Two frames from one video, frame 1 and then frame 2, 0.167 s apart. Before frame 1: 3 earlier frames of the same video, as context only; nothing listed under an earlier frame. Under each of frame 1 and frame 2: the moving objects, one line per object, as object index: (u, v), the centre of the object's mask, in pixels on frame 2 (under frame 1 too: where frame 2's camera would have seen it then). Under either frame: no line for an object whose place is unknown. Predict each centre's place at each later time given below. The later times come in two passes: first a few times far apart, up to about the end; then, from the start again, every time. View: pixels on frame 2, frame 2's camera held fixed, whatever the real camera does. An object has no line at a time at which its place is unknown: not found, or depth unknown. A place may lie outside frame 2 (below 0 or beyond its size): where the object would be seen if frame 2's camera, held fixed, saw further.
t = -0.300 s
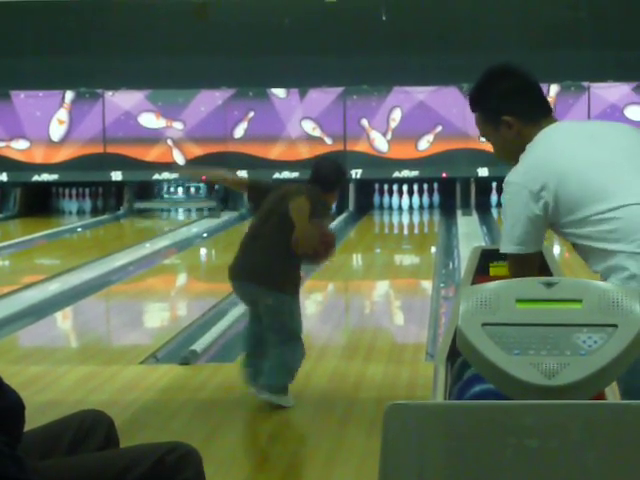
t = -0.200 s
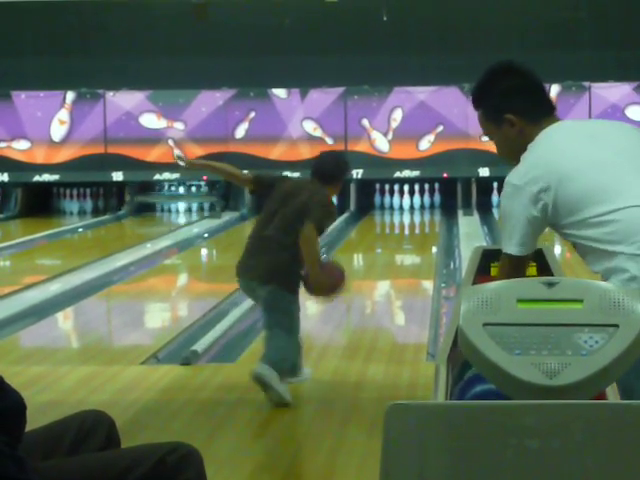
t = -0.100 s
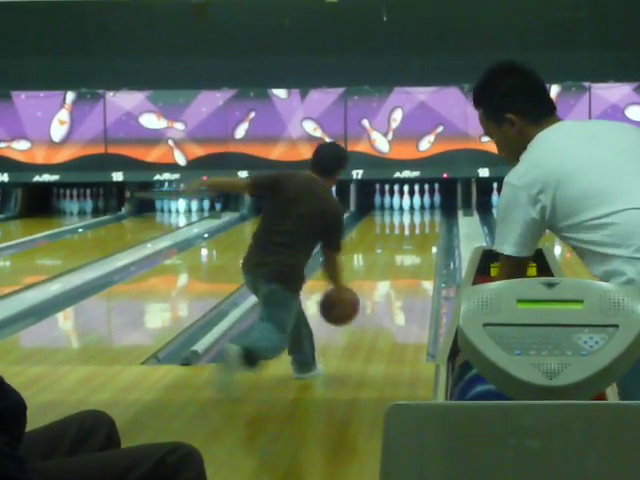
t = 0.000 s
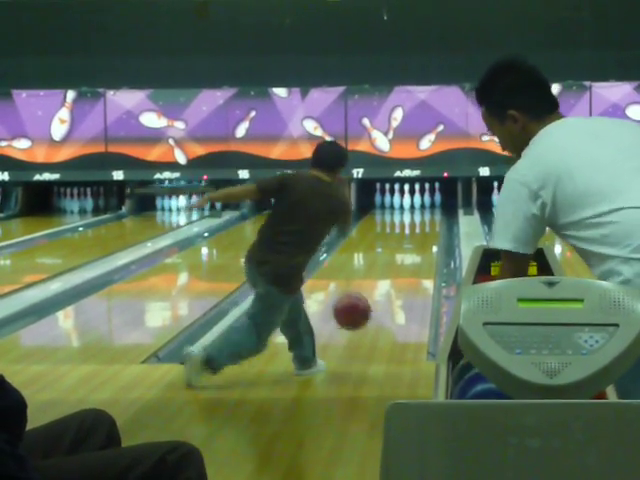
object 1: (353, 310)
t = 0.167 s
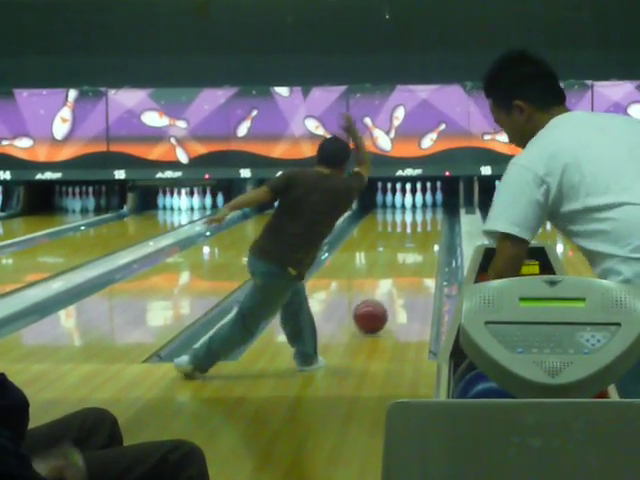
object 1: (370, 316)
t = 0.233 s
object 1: (375, 311)
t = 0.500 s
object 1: (392, 287)
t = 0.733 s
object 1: (402, 270)
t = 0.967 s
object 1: (410, 257)
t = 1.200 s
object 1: (415, 246)
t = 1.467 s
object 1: (418, 236)
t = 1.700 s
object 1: (418, 229)
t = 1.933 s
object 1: (417, 222)
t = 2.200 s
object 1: (414, 215)
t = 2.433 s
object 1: (409, 210)
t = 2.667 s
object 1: (403, 206)
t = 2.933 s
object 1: (398, 202)
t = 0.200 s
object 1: (373, 314)
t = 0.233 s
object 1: (375, 311)
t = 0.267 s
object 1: (378, 308)
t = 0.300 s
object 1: (380, 305)
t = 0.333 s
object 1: (382, 302)
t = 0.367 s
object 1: (385, 298)
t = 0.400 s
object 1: (387, 295)
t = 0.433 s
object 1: (388, 293)
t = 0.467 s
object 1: (390, 290)
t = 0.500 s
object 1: (392, 287)
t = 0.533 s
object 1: (394, 285)
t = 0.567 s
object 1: (395, 282)
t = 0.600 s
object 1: (397, 280)
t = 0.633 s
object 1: (399, 277)
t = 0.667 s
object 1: (400, 275)
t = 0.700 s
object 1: (401, 272)
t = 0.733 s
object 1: (402, 270)
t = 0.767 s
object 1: (403, 268)
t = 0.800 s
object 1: (405, 266)
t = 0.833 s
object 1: (406, 264)
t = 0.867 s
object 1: (407, 262)
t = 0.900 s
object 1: (408, 261)
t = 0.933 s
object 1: (409, 259)
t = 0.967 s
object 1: (410, 257)
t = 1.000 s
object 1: (411, 256)
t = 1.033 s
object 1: (411, 254)
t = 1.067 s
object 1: (412, 252)
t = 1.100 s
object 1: (413, 251)
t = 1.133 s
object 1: (414, 249)
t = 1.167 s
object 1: (414, 248)
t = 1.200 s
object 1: (415, 246)
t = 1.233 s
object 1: (415, 245)
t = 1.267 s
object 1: (416, 244)
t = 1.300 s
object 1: (416, 242)
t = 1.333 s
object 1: (417, 241)
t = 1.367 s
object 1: (417, 240)
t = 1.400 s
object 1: (417, 239)
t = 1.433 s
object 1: (418, 238)
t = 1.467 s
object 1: (418, 236)
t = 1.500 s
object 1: (418, 235)
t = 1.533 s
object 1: (418, 234)
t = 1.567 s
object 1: (418, 233)
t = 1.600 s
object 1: (418, 231)
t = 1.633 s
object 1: (418, 230)
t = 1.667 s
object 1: (418, 229)
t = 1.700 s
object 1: (418, 229)
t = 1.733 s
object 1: (419, 227)
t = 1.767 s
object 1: (418, 226)
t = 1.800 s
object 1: (418, 225)
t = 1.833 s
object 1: (418, 224)
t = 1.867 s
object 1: (418, 224)
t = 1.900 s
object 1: (418, 223)
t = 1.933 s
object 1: (417, 222)
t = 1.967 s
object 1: (417, 220)
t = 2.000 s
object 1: (417, 220)
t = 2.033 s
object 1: (416, 219)
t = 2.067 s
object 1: (416, 218)
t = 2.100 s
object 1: (415, 217)
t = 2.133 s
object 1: (415, 216)
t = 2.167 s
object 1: (414, 215)
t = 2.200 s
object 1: (414, 215)
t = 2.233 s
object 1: (413, 214)
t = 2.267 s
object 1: (412, 213)
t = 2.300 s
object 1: (411, 213)
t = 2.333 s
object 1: (411, 212)
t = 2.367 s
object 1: (410, 212)
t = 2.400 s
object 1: (409, 211)
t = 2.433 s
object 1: (409, 210)
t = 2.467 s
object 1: (407, 209)
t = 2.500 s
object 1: (407, 209)
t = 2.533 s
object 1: (407, 208)
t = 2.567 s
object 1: (406, 208)
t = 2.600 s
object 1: (405, 207)
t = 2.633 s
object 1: (403, 206)
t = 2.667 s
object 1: (403, 206)
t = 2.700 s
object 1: (402, 205)
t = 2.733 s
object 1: (401, 205)
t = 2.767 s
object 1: (400, 204)
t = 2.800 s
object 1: (399, 204)
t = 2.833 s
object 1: (399, 204)
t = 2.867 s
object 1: (399, 203)
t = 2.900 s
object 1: (399, 203)
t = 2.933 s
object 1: (398, 202)
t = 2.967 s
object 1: (394, 202)
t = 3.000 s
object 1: (391, 201)
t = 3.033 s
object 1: (390, 201)
